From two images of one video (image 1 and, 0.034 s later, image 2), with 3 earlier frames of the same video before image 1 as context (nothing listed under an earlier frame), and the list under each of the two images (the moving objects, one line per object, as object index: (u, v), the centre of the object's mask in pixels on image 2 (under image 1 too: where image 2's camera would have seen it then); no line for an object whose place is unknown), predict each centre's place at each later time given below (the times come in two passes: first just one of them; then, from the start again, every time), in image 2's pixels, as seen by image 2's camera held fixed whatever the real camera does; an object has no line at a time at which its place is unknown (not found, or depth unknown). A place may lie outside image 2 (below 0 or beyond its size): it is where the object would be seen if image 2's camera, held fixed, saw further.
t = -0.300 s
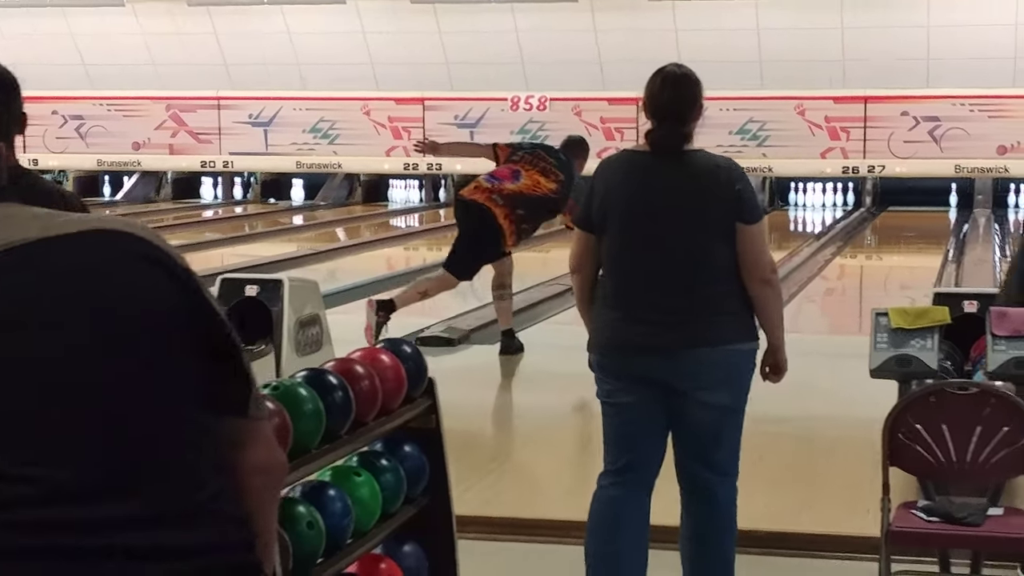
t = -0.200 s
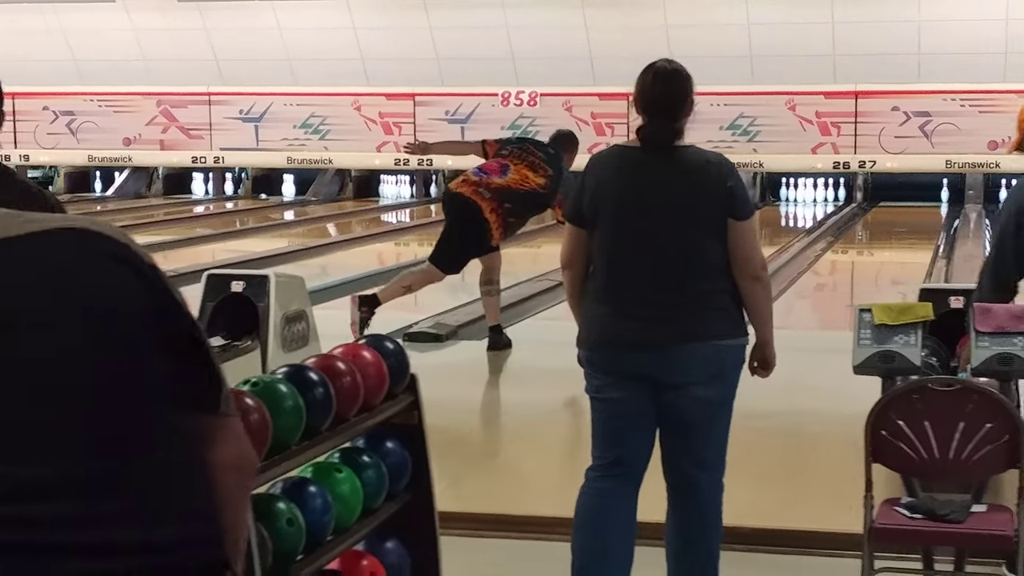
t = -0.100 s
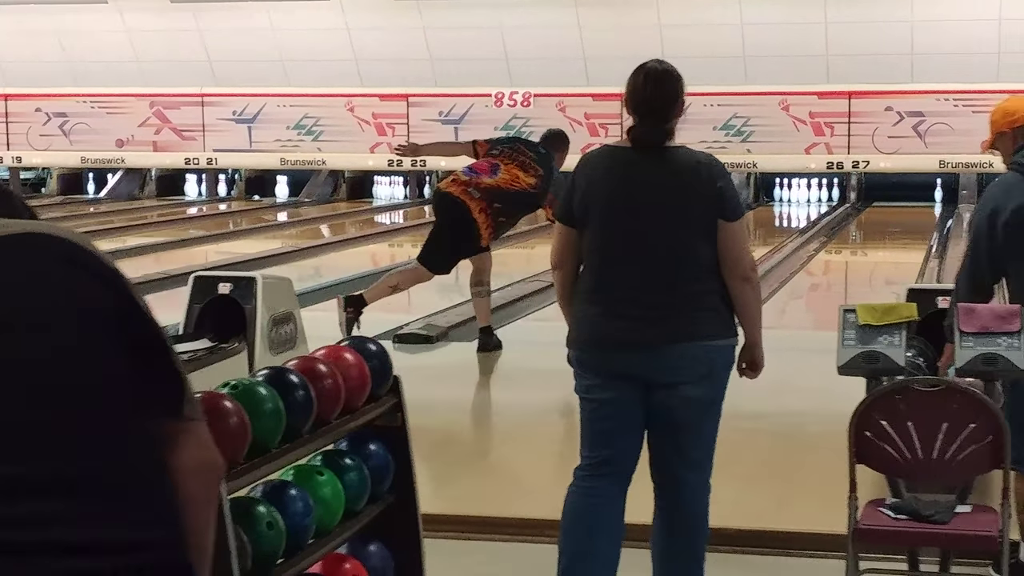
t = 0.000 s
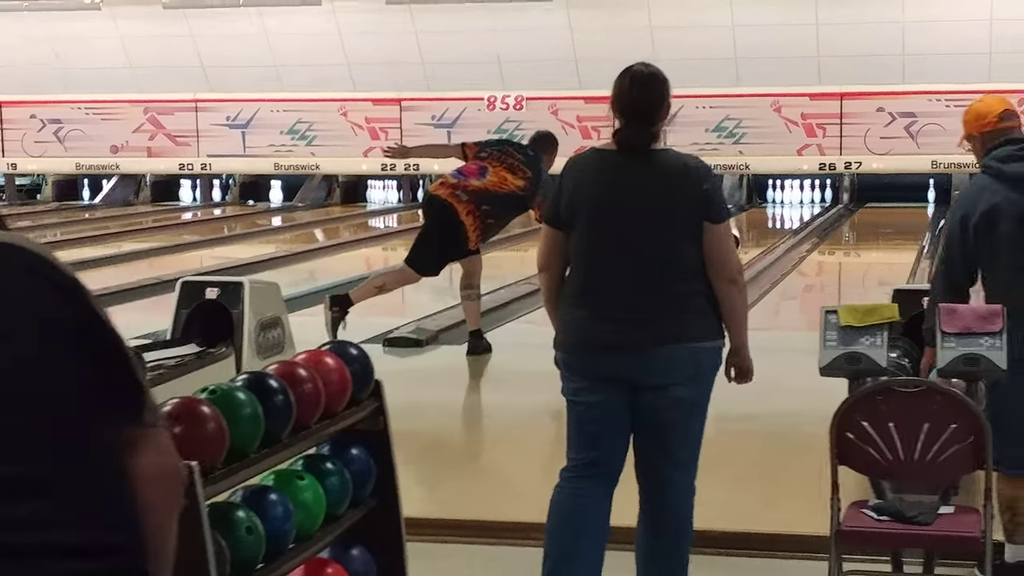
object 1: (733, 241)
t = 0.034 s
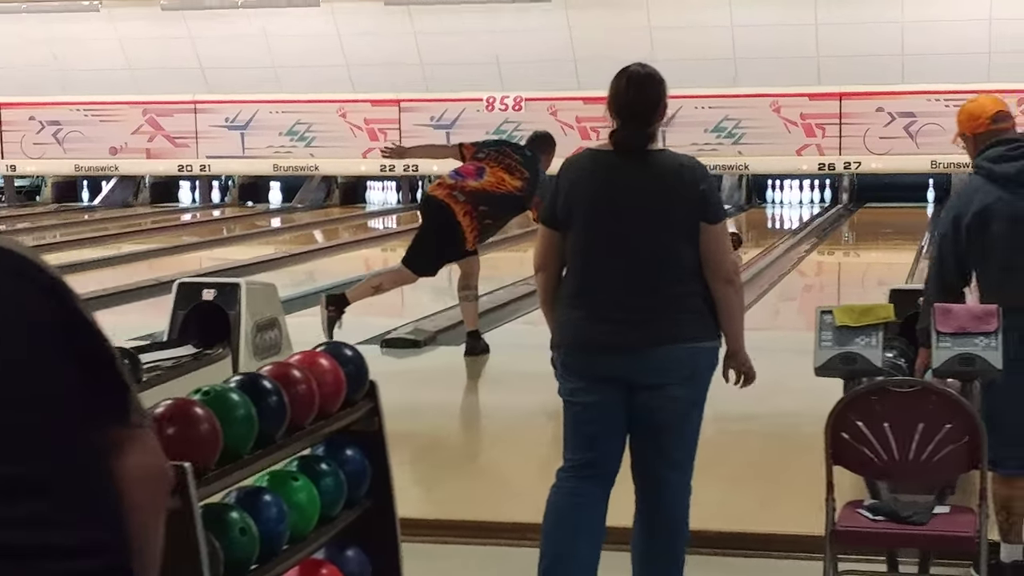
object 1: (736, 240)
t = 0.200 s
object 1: (749, 233)
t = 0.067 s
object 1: (736, 239)
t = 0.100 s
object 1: (739, 238)
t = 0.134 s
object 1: (743, 236)
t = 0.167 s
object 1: (746, 234)
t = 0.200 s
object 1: (749, 233)
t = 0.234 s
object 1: (751, 231)
